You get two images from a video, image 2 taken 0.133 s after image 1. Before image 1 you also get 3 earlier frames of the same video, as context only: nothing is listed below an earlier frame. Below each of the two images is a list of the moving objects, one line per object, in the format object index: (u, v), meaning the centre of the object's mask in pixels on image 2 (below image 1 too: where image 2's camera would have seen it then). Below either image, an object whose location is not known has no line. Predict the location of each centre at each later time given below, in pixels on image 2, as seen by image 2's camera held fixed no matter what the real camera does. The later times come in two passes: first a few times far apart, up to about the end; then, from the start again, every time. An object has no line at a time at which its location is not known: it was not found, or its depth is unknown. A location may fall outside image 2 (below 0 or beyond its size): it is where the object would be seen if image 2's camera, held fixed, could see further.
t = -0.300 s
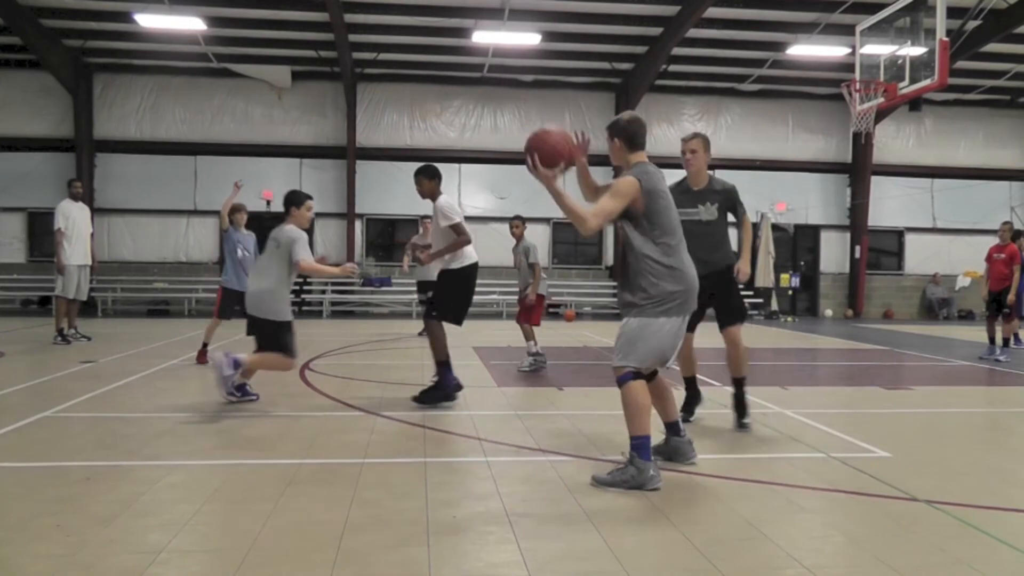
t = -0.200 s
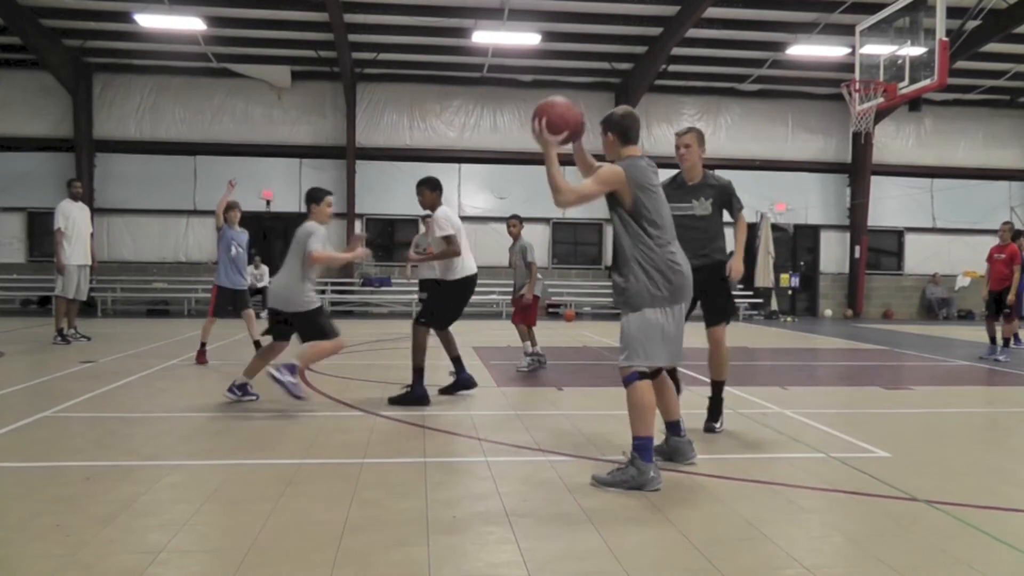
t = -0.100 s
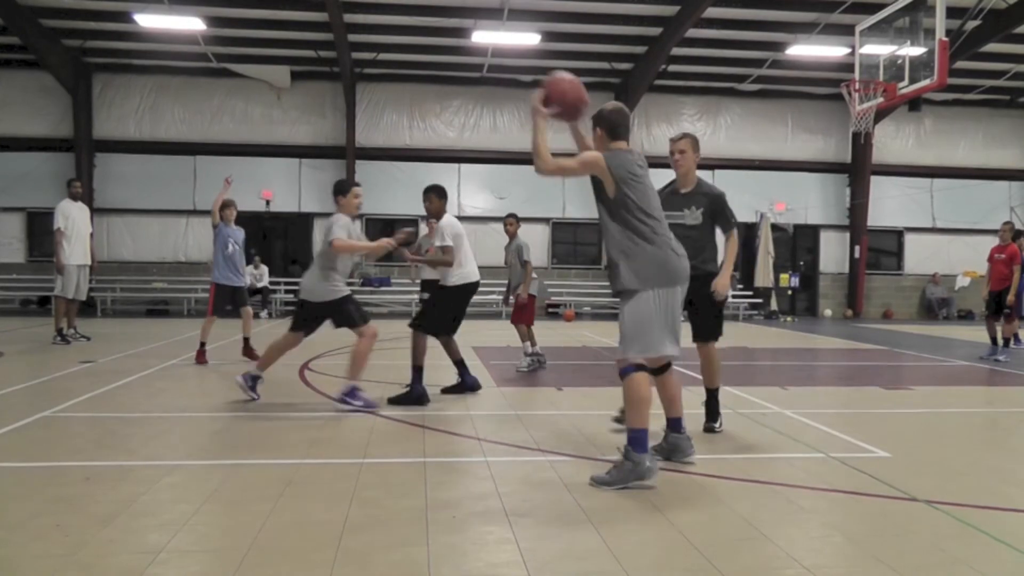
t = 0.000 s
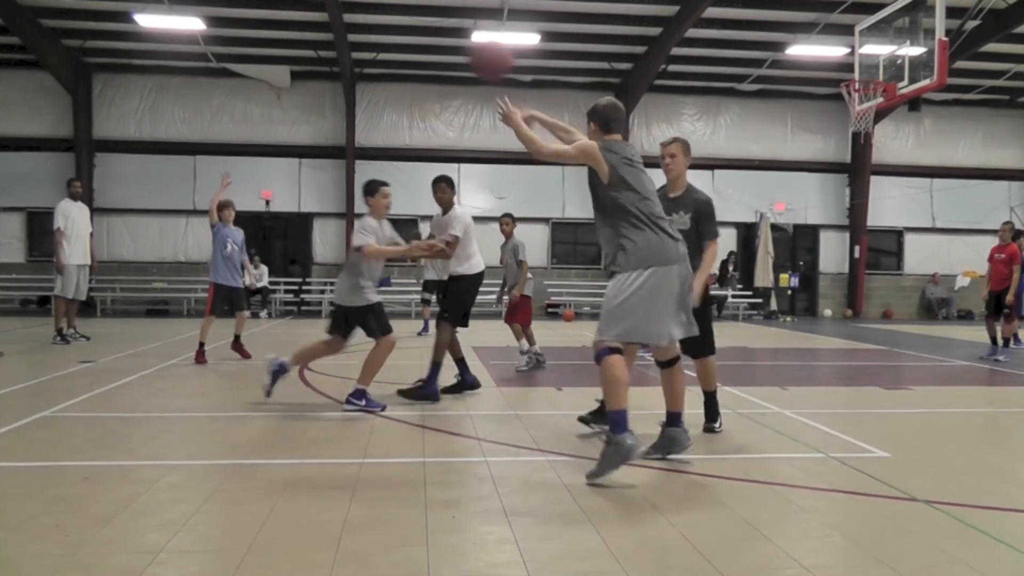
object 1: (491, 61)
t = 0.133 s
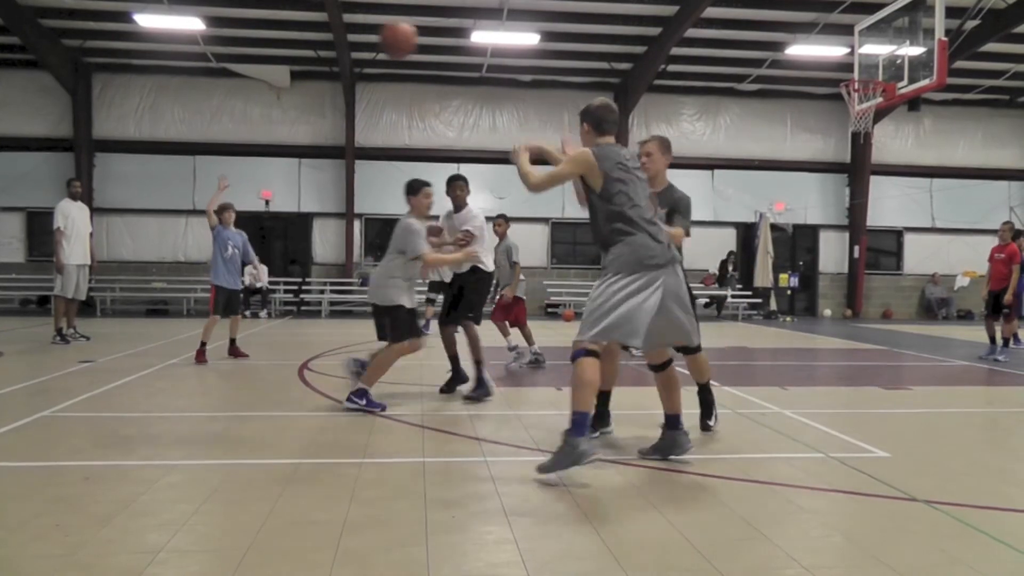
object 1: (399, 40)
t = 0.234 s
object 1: (344, 44)
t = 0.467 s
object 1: (249, 98)
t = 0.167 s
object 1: (380, 39)
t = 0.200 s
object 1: (363, 41)
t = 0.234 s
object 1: (344, 44)
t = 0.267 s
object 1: (329, 49)
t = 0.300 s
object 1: (313, 54)
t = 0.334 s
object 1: (299, 61)
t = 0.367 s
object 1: (285, 69)
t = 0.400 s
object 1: (273, 77)
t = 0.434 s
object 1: (260, 87)
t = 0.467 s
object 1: (249, 98)
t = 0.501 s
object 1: (237, 110)
